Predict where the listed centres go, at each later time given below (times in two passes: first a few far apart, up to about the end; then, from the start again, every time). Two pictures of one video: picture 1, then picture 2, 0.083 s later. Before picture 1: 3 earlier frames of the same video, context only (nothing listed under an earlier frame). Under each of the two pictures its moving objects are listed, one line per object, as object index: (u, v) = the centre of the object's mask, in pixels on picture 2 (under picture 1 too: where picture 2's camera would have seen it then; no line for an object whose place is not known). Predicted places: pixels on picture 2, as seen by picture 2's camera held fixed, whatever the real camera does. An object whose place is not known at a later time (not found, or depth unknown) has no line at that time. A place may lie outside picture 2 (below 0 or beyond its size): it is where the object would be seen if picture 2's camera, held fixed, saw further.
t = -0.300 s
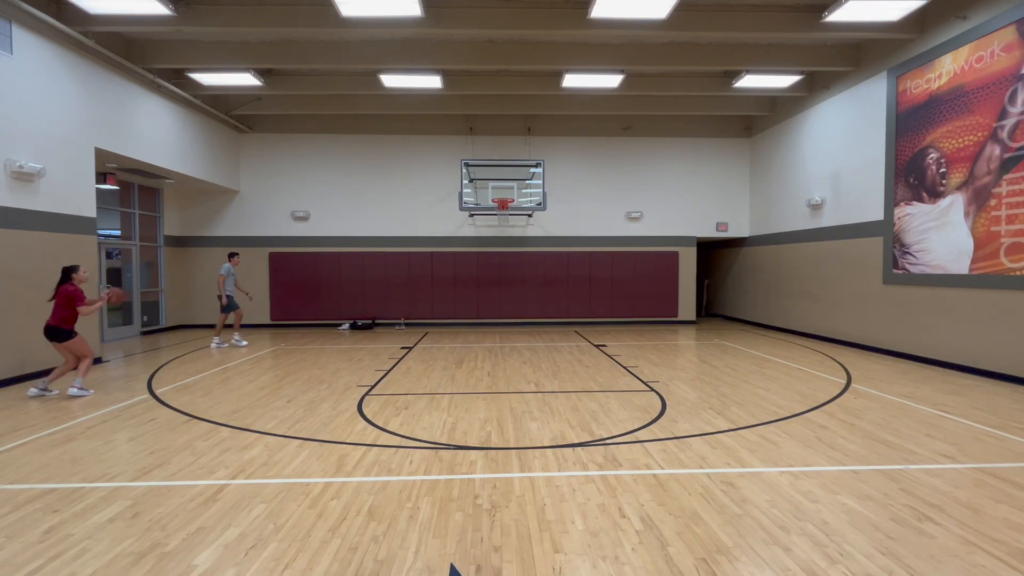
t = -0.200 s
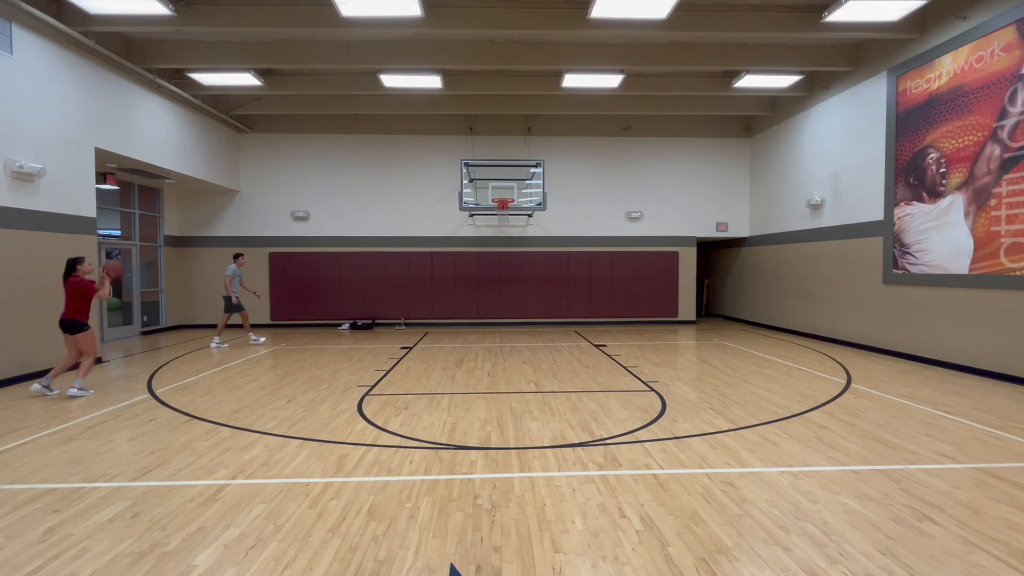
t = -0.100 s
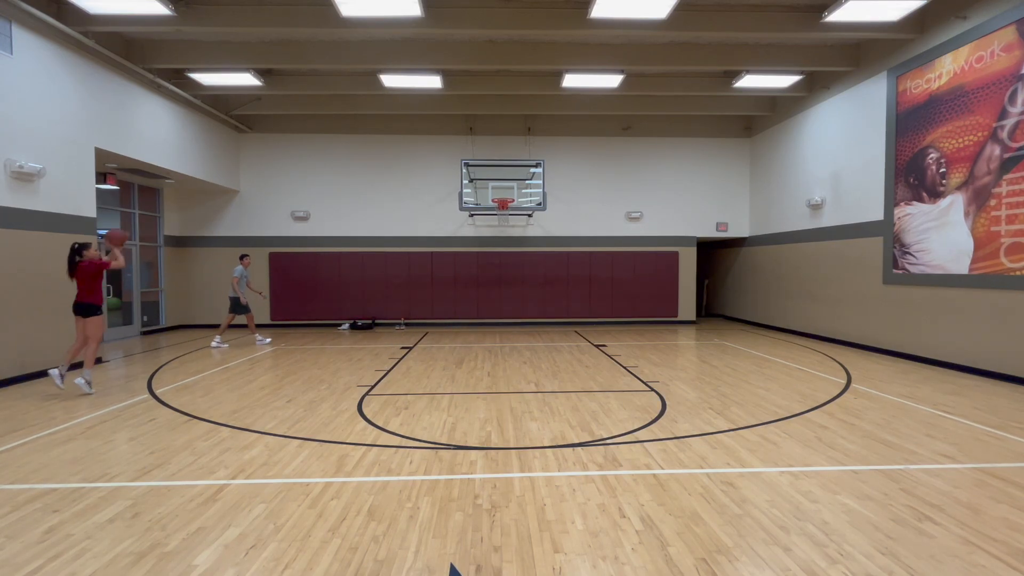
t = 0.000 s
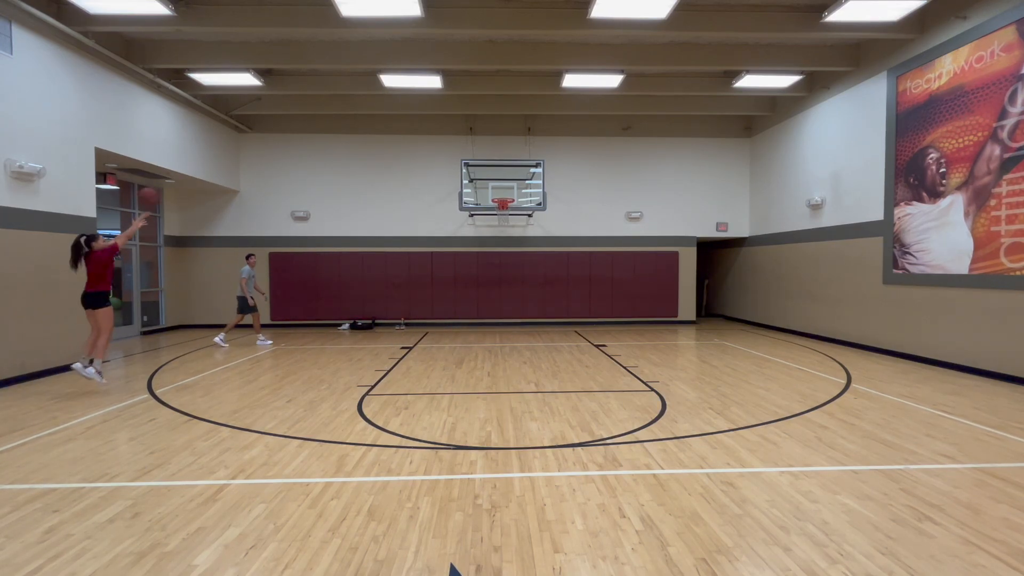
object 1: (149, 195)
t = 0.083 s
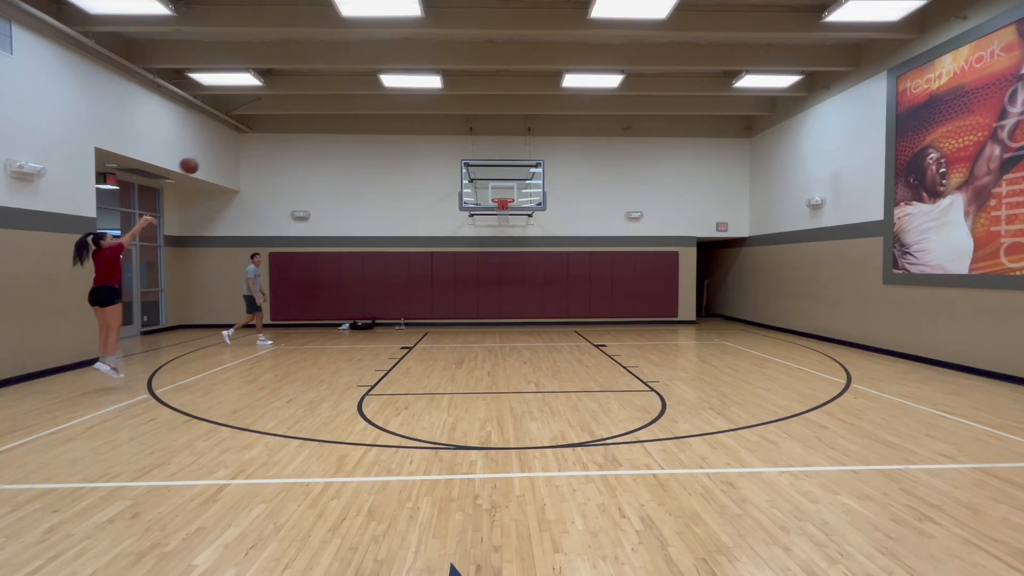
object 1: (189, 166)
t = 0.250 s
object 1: (259, 125)
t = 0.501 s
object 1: (347, 104)
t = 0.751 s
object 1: (419, 119)
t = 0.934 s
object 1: (464, 148)
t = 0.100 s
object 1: (196, 161)
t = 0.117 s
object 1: (203, 156)
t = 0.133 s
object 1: (211, 151)
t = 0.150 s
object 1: (218, 147)
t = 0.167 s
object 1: (226, 143)
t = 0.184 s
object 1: (232, 139)
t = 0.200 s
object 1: (239, 135)
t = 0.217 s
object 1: (246, 132)
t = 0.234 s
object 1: (253, 128)
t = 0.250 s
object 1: (259, 125)
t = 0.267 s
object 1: (265, 122)
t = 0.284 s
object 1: (272, 121)
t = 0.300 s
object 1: (279, 118)
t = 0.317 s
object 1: (285, 116)
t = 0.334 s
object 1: (290, 114)
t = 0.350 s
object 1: (296, 112)
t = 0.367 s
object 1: (303, 110)
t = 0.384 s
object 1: (309, 109)
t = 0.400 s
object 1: (314, 108)
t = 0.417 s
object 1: (320, 107)
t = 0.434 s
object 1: (326, 106)
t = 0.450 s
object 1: (331, 105)
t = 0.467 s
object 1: (336, 105)
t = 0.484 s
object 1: (342, 105)
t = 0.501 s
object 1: (347, 104)
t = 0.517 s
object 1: (352, 104)
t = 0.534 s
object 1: (358, 104)
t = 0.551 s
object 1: (363, 104)
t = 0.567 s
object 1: (368, 105)
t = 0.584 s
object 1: (373, 105)
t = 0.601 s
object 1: (378, 106)
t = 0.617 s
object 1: (382, 107)
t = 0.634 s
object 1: (387, 108)
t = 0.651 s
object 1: (392, 109)
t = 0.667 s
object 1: (396, 110)
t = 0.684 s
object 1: (401, 111)
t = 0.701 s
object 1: (406, 113)
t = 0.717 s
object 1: (410, 115)
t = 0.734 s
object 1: (415, 117)
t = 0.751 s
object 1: (419, 119)
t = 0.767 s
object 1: (423, 121)
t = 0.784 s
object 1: (427, 123)
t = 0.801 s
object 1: (432, 125)
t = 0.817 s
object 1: (435, 128)
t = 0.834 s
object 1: (440, 130)
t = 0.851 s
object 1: (444, 133)
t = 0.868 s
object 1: (448, 136)
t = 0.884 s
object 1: (452, 139)
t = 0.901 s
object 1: (456, 142)
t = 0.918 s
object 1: (460, 145)
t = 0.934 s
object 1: (464, 148)
